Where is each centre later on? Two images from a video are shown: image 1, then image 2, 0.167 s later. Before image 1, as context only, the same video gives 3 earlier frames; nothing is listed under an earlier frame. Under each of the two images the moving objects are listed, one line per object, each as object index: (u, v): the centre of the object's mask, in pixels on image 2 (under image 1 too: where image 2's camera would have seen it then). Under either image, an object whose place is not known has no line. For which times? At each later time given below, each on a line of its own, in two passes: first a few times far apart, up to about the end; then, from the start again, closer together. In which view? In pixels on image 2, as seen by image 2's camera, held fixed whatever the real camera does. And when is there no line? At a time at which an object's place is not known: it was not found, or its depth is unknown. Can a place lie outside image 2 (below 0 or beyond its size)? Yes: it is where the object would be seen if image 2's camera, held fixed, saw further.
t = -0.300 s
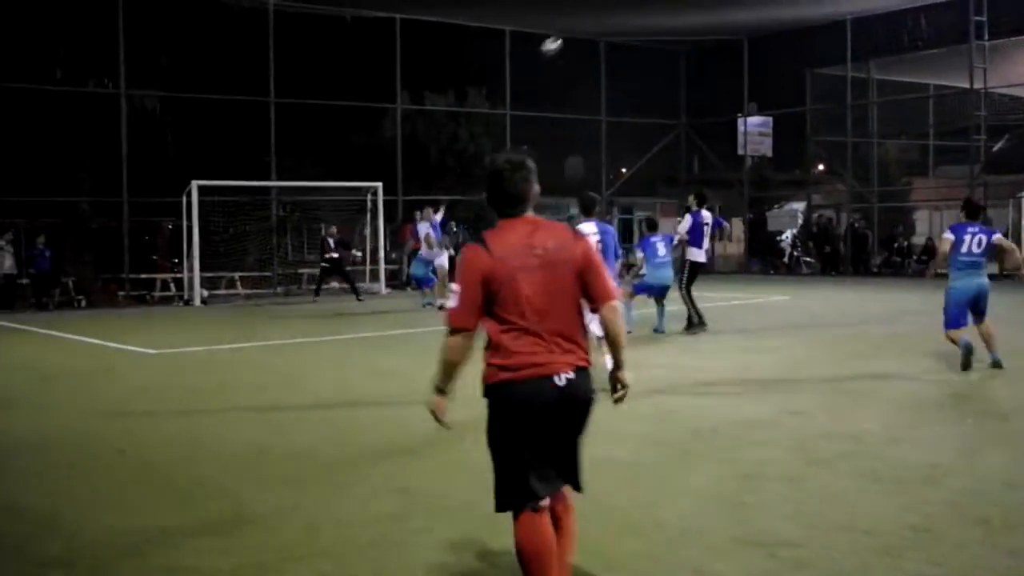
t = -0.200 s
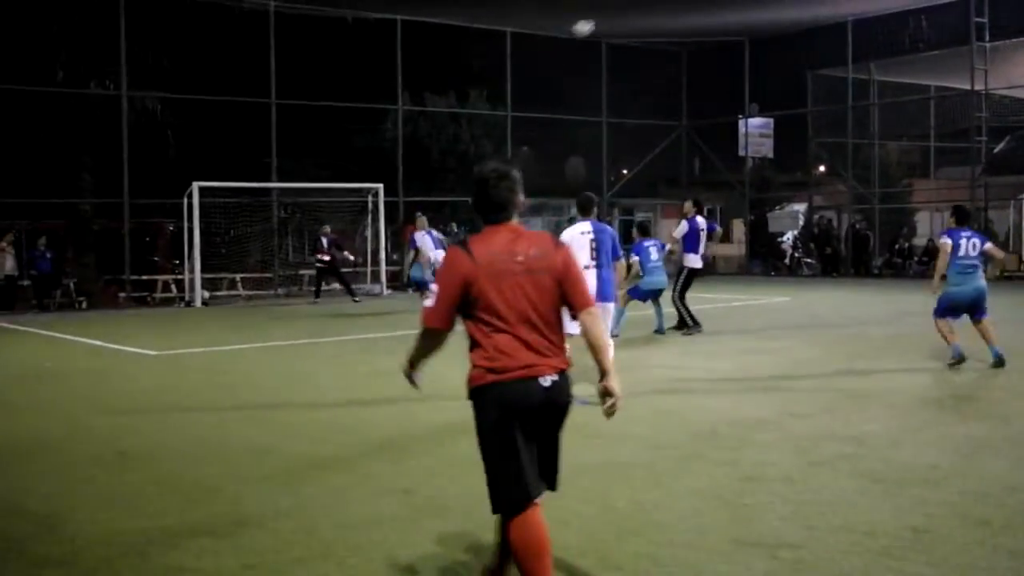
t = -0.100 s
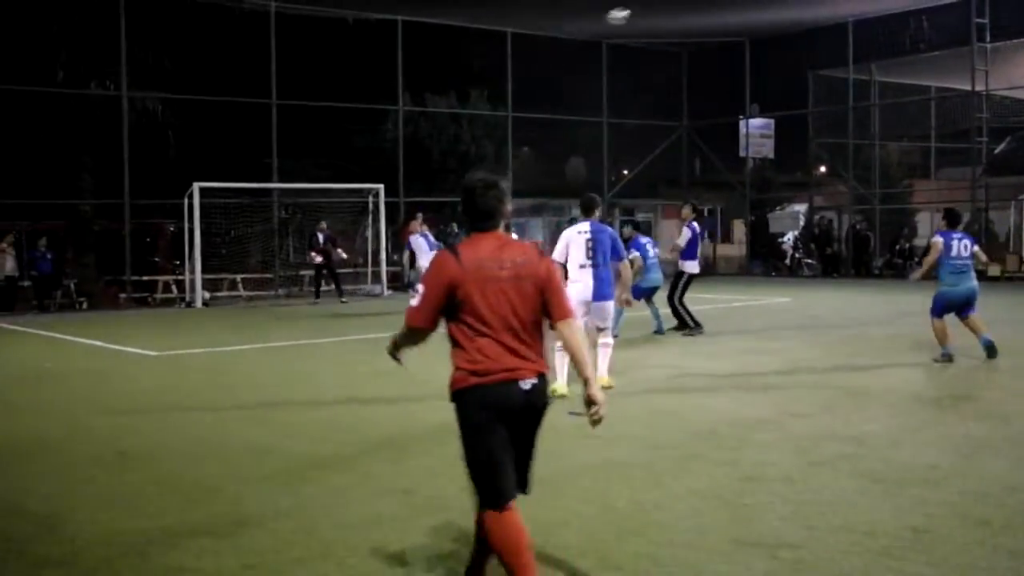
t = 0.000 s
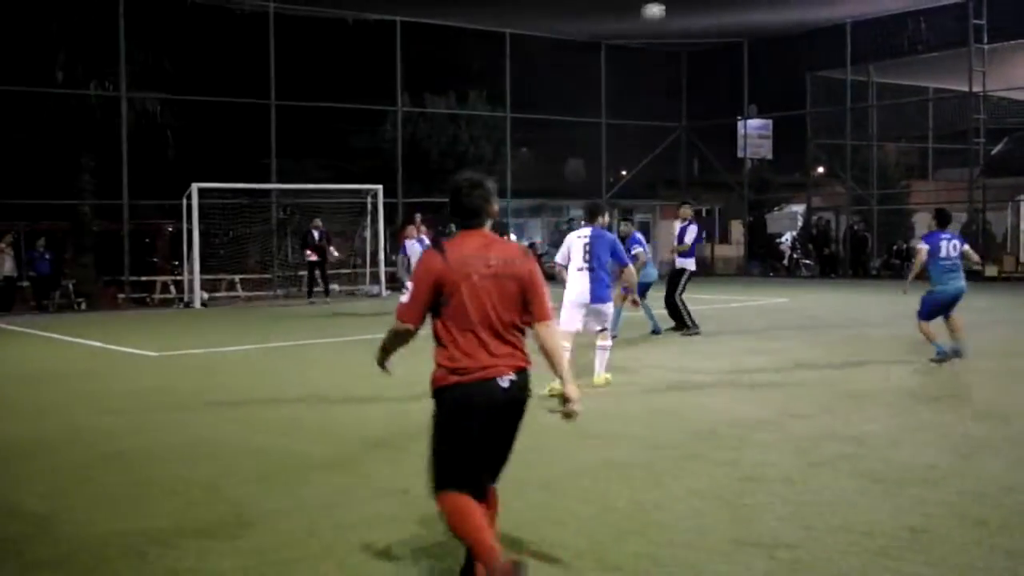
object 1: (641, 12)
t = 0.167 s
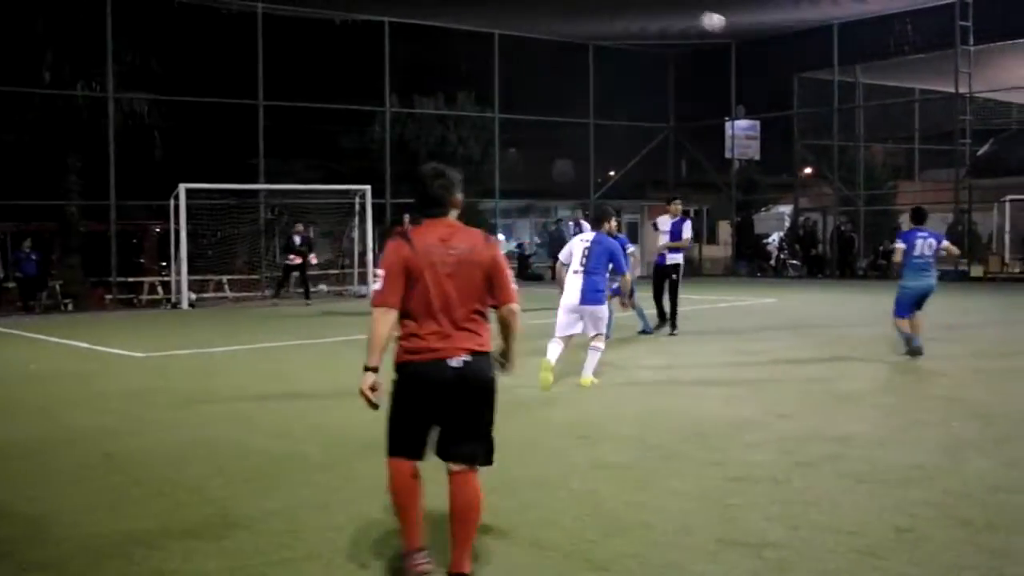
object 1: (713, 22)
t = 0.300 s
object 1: (778, 50)
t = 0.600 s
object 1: (962, 202)
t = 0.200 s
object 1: (728, 27)
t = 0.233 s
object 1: (743, 33)
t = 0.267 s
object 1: (760, 41)
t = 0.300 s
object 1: (778, 50)
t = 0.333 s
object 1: (795, 59)
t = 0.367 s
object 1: (814, 72)
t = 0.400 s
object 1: (832, 85)
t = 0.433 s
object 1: (852, 100)
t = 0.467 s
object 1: (873, 117)
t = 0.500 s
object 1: (894, 136)
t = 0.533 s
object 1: (916, 156)
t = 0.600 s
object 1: (962, 202)
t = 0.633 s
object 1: (986, 227)
